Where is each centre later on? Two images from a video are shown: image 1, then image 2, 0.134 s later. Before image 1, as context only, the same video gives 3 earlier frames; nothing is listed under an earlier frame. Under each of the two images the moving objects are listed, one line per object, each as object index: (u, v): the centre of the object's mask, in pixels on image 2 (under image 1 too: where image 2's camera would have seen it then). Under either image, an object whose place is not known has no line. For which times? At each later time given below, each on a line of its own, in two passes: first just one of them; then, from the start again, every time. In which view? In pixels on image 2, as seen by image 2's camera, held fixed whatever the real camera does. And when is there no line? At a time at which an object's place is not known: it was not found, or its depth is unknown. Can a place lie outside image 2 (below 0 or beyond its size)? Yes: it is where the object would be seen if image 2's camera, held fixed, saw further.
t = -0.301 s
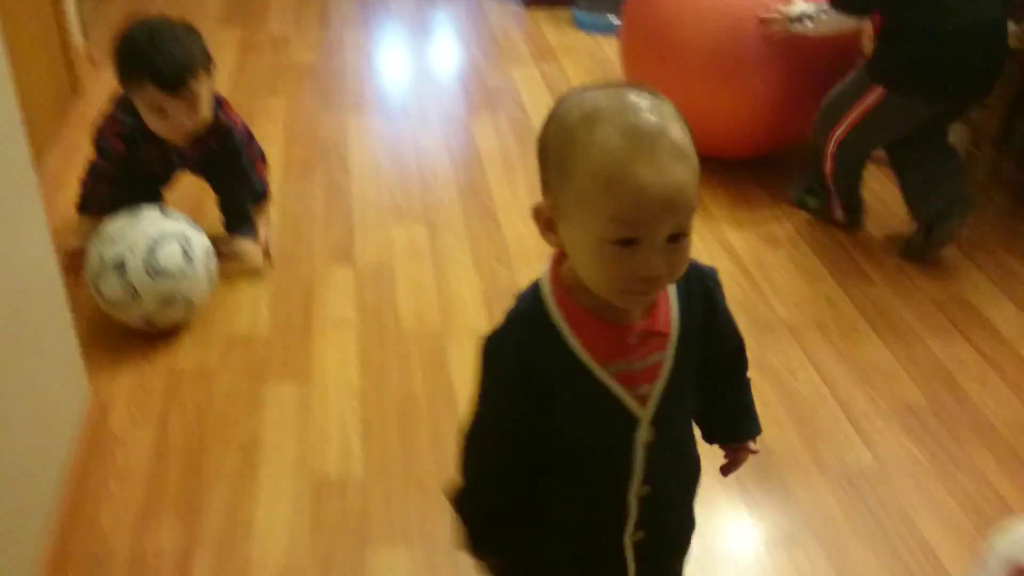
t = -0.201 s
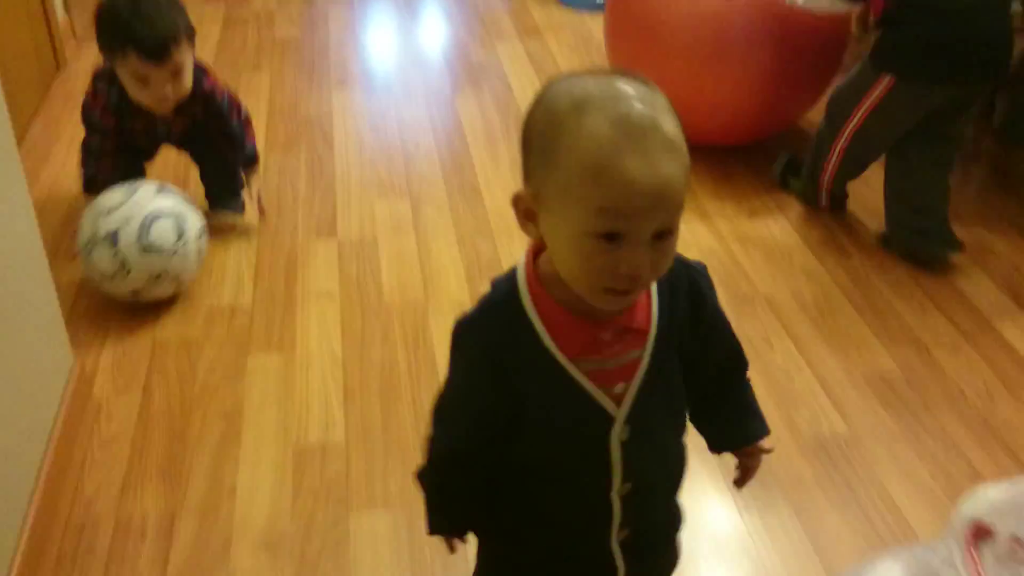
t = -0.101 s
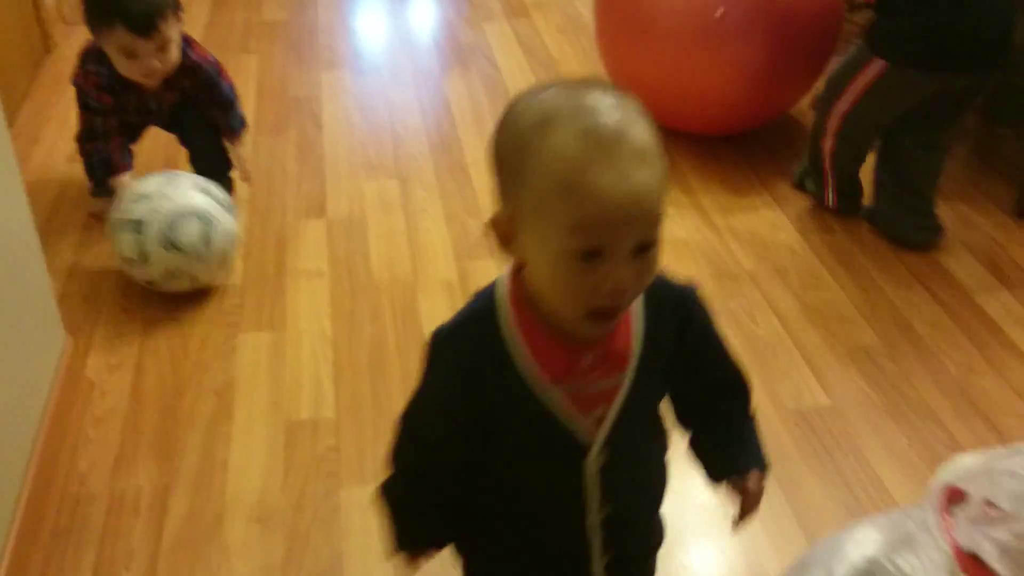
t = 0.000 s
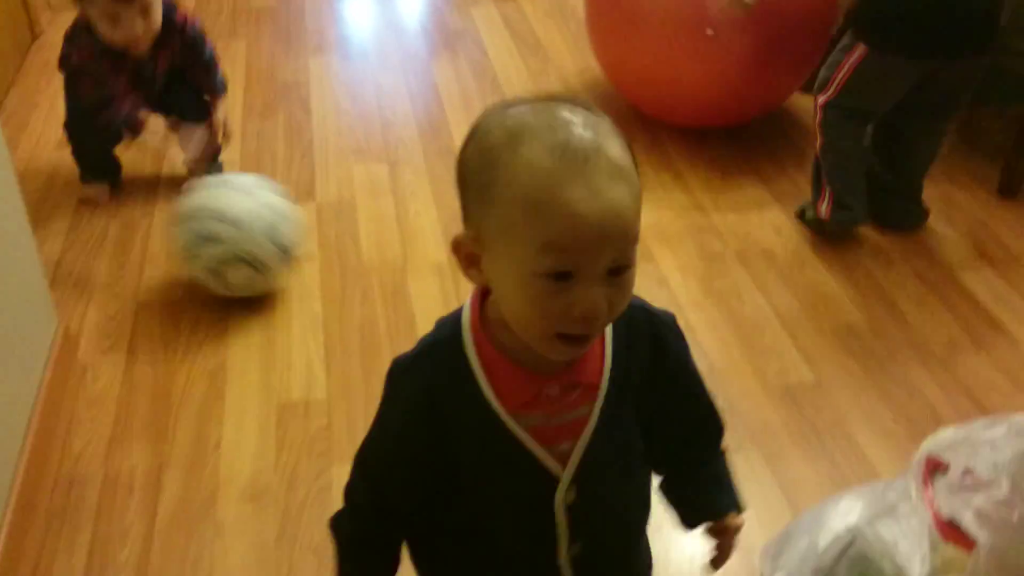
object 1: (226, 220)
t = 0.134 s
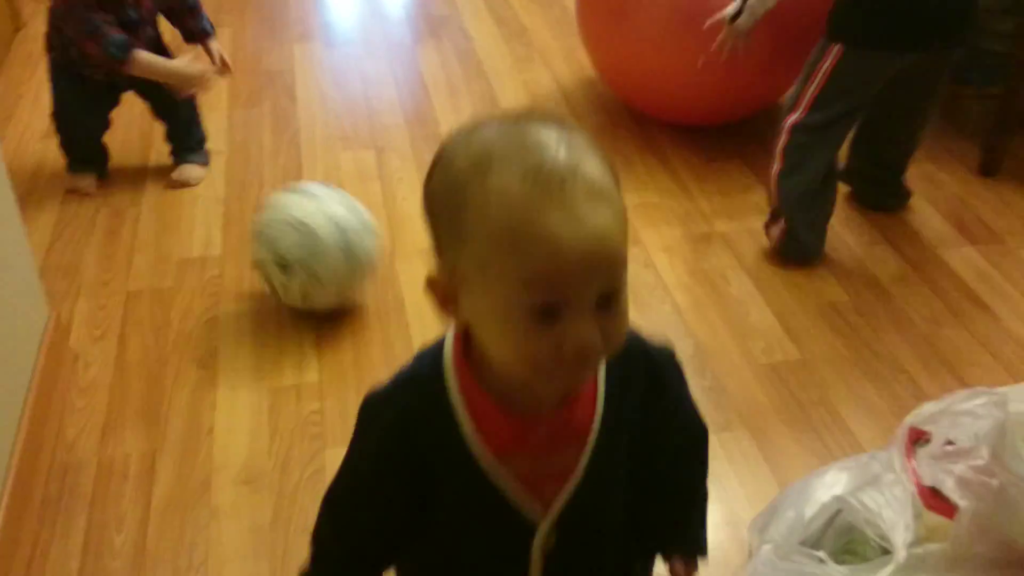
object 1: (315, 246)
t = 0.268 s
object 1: (394, 273)
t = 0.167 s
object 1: (337, 253)
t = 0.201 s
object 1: (360, 260)
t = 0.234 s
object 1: (378, 268)
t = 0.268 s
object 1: (394, 273)
